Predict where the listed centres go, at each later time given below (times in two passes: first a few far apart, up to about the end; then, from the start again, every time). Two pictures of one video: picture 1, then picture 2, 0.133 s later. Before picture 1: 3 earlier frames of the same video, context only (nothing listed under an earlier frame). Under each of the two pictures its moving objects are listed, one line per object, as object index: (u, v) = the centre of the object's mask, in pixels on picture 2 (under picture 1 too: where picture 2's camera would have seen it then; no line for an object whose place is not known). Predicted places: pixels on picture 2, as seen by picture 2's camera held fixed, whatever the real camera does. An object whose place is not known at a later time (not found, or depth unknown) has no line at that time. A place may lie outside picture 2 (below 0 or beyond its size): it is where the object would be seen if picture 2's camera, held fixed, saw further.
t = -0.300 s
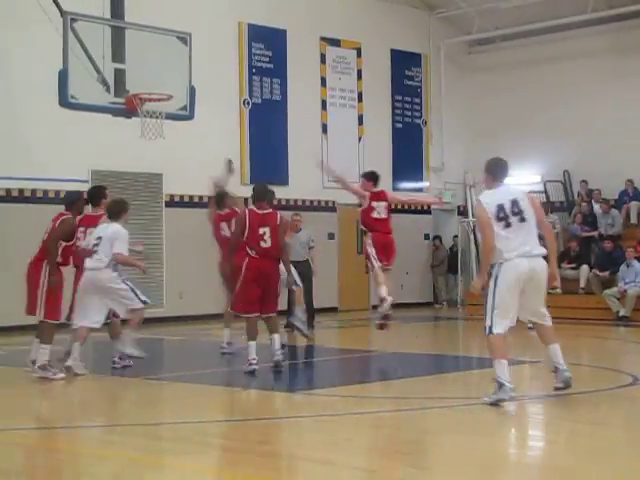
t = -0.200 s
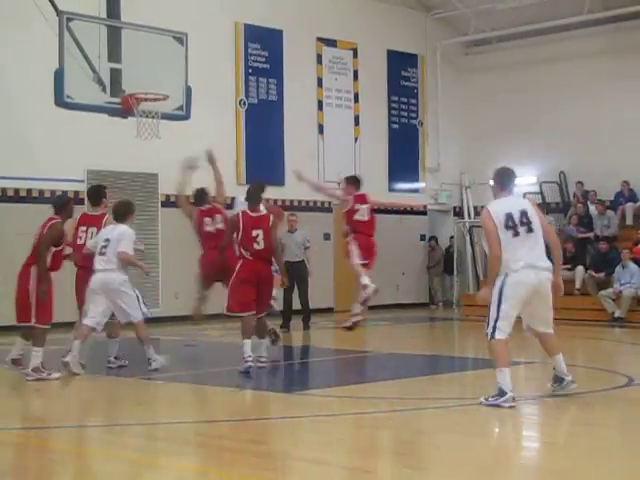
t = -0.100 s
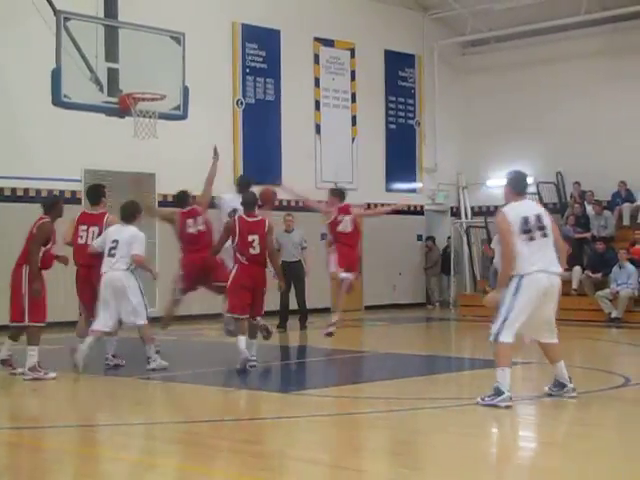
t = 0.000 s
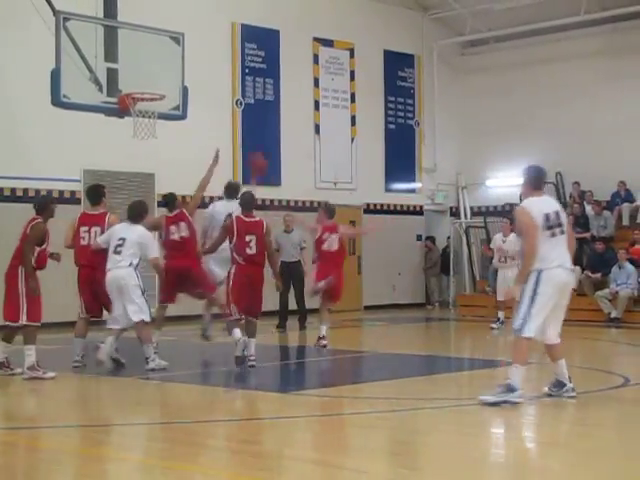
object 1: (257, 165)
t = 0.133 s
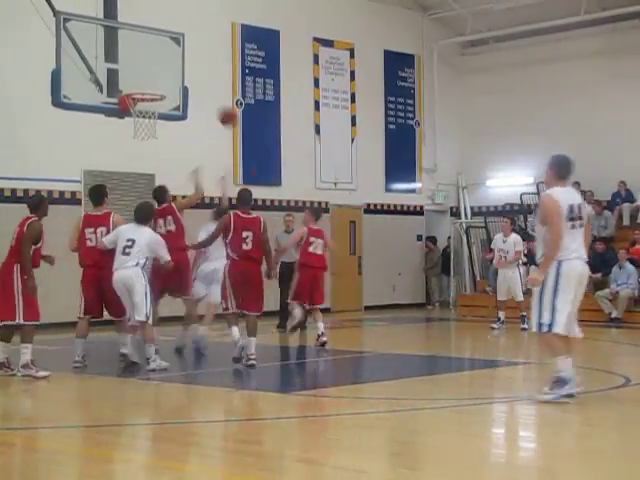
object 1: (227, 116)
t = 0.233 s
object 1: (205, 88)
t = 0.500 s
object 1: (150, 55)
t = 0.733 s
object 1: (143, 75)
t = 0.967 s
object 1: (151, 83)
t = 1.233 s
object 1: (135, 77)
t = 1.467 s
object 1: (133, 74)
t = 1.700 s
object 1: (138, 88)
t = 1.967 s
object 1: (154, 110)
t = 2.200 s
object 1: (154, 141)
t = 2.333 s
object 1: (153, 175)
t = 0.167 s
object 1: (219, 106)
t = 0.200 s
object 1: (212, 96)
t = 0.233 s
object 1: (205, 88)
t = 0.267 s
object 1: (197, 81)
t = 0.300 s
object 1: (190, 75)
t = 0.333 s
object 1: (182, 70)
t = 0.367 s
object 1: (175, 65)
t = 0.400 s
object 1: (167, 61)
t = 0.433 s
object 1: (160, 58)
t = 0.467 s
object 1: (152, 56)
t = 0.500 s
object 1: (150, 55)
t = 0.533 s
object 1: (149, 55)
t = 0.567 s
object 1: (148, 56)
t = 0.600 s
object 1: (147, 58)
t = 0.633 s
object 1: (146, 61)
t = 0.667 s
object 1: (145, 64)
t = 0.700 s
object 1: (144, 69)
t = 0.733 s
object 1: (143, 75)
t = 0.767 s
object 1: (142, 81)
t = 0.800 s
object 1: (142, 87)
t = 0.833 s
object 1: (145, 88)
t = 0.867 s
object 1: (149, 88)
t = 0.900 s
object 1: (153, 89)
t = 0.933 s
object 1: (153, 87)
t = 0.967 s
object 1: (151, 83)
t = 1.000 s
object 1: (149, 79)
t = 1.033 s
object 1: (147, 76)
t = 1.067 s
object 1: (145, 74)
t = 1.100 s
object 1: (143, 73)
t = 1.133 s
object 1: (141, 72)
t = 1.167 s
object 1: (139, 73)
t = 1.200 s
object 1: (137, 74)
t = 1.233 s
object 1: (135, 77)
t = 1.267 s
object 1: (133, 80)
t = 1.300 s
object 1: (131, 84)
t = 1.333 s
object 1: (130, 84)
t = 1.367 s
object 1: (131, 81)
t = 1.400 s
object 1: (131, 78)
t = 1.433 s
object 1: (132, 75)
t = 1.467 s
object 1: (133, 74)
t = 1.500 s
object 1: (134, 74)
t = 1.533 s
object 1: (134, 74)
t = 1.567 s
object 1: (134, 75)
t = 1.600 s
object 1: (135, 78)
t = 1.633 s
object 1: (136, 81)
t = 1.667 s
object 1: (137, 85)
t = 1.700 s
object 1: (138, 88)
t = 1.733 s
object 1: (140, 88)
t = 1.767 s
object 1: (142, 89)
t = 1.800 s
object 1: (144, 90)
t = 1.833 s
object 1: (146, 94)
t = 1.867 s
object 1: (149, 97)
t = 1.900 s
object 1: (151, 102)
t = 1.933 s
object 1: (153, 106)
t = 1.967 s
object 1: (154, 110)
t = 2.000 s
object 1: (155, 115)
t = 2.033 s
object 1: (155, 117)
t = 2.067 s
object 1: (155, 120)
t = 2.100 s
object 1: (154, 122)
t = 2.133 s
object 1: (154, 129)
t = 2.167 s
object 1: (154, 134)
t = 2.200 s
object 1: (154, 141)
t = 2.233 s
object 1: (153, 148)
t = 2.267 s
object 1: (153, 156)
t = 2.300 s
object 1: (153, 165)
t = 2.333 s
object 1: (153, 175)
